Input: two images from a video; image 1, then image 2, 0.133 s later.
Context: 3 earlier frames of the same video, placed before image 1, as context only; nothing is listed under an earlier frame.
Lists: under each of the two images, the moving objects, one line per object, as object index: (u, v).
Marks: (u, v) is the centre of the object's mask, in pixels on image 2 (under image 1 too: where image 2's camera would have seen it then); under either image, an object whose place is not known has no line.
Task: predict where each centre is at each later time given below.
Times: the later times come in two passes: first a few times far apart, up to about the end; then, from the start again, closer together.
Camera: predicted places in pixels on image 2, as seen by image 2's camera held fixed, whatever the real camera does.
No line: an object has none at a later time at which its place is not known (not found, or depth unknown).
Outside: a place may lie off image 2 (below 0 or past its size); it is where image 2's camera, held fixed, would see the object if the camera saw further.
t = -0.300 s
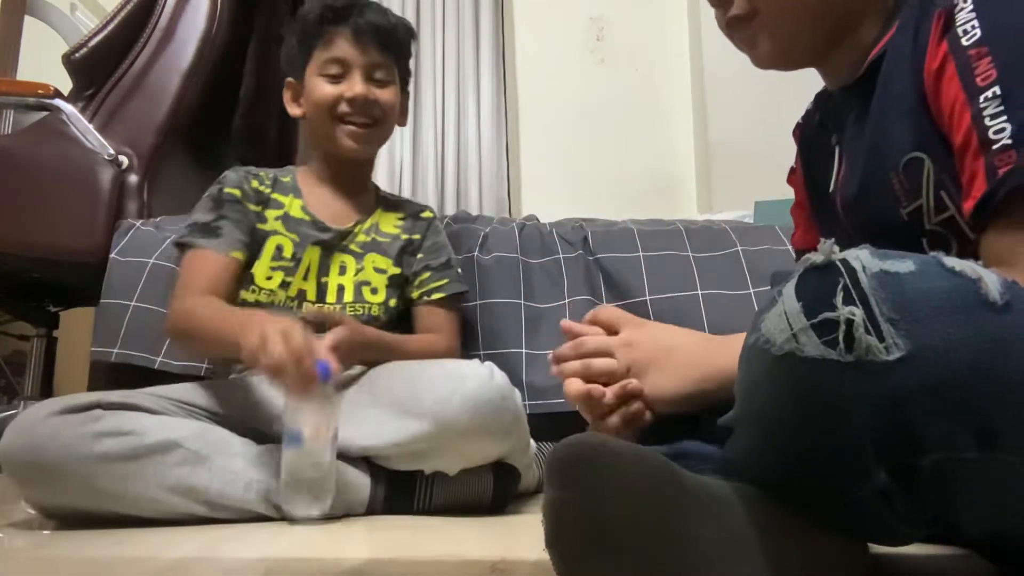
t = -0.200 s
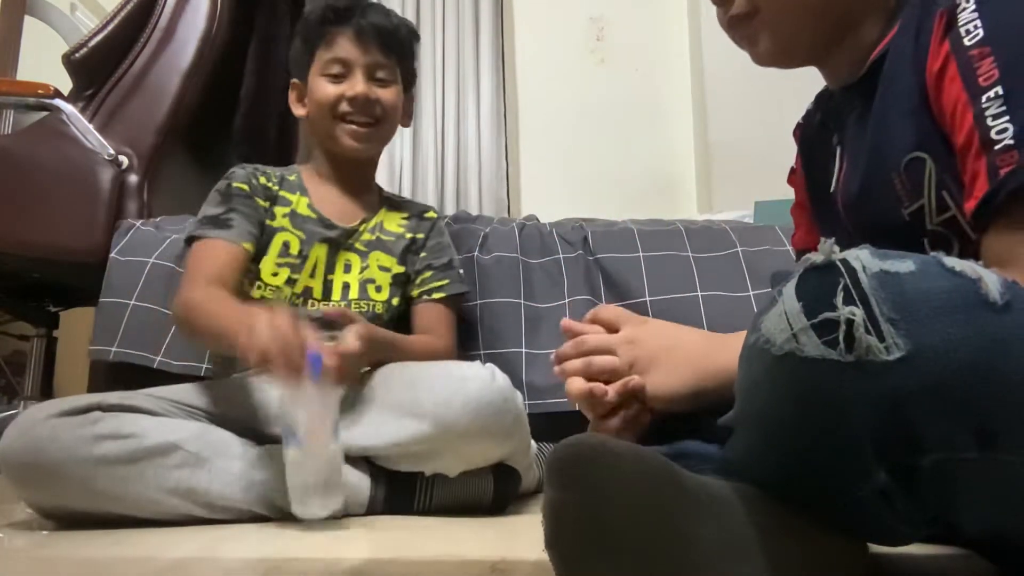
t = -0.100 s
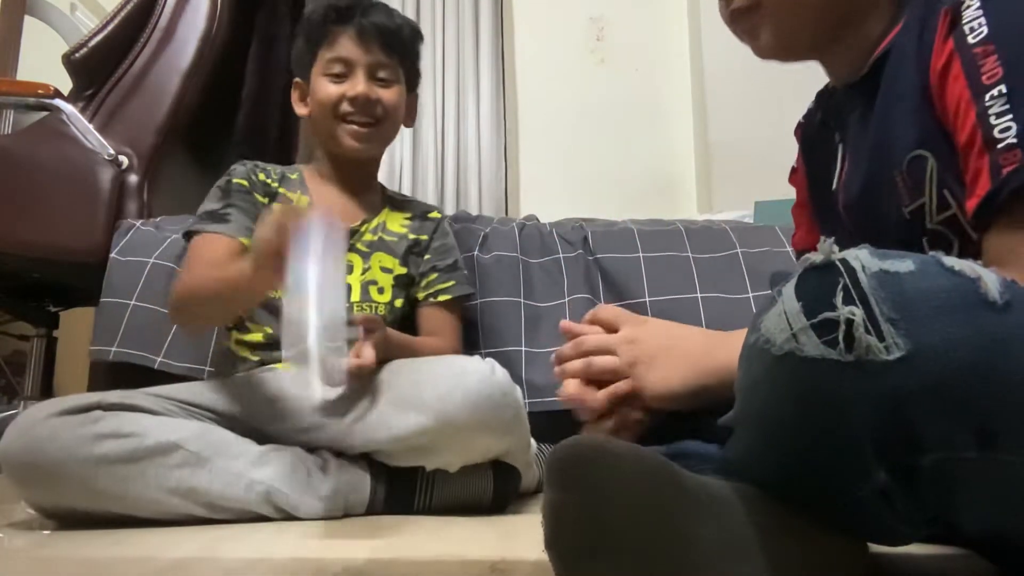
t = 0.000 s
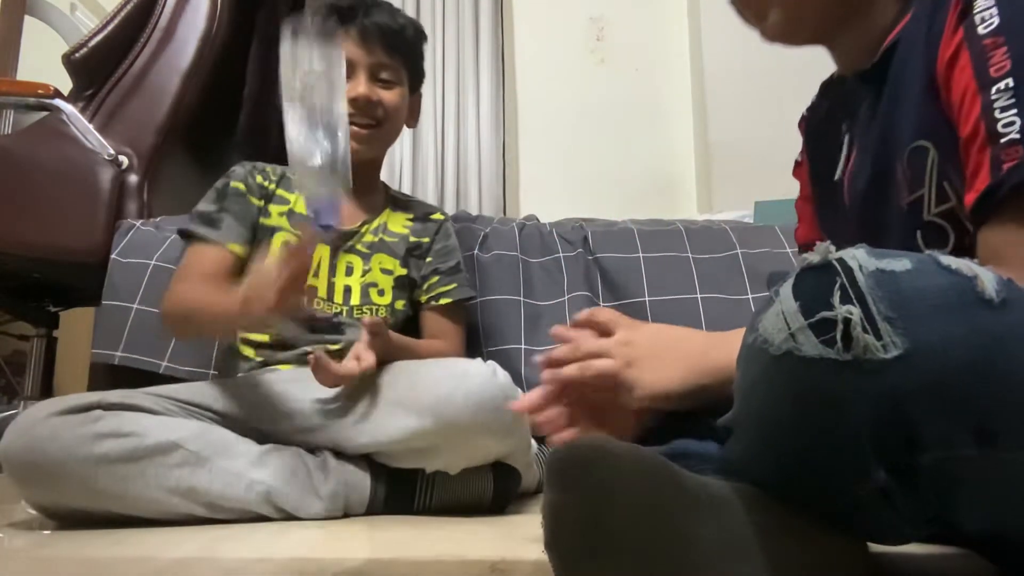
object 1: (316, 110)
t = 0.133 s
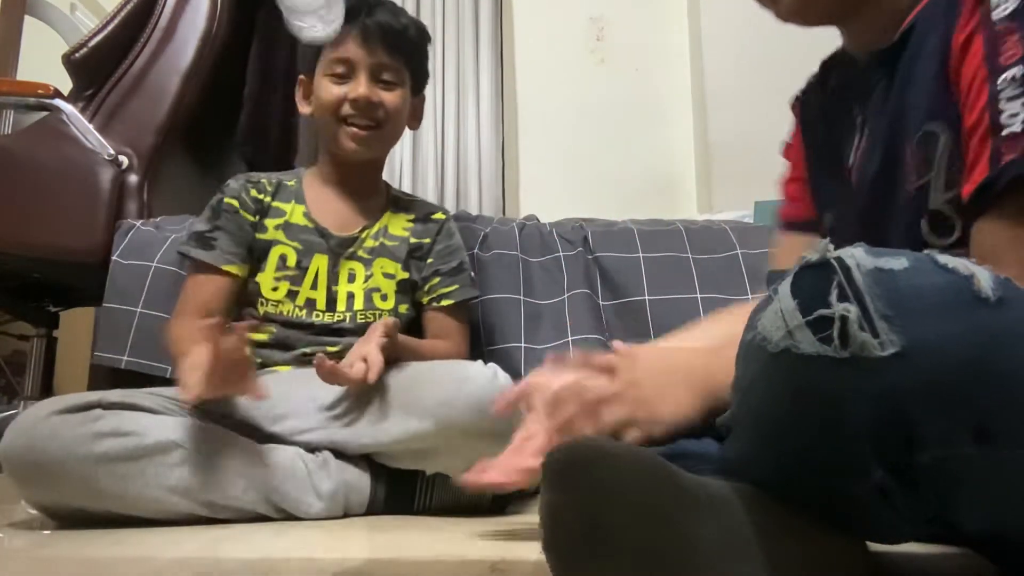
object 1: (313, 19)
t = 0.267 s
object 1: (293, 85)
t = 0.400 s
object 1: (259, 422)
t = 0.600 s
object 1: (270, 529)
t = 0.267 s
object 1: (293, 85)
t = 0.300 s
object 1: (286, 110)
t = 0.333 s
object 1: (276, 199)
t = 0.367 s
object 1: (270, 297)
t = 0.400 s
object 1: (259, 422)
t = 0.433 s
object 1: (257, 472)
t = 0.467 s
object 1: (258, 477)
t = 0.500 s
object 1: (262, 482)
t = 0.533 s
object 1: (268, 491)
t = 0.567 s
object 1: (273, 513)
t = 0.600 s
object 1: (270, 529)
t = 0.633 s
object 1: (275, 527)
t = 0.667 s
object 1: (276, 528)
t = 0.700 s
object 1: (278, 528)
